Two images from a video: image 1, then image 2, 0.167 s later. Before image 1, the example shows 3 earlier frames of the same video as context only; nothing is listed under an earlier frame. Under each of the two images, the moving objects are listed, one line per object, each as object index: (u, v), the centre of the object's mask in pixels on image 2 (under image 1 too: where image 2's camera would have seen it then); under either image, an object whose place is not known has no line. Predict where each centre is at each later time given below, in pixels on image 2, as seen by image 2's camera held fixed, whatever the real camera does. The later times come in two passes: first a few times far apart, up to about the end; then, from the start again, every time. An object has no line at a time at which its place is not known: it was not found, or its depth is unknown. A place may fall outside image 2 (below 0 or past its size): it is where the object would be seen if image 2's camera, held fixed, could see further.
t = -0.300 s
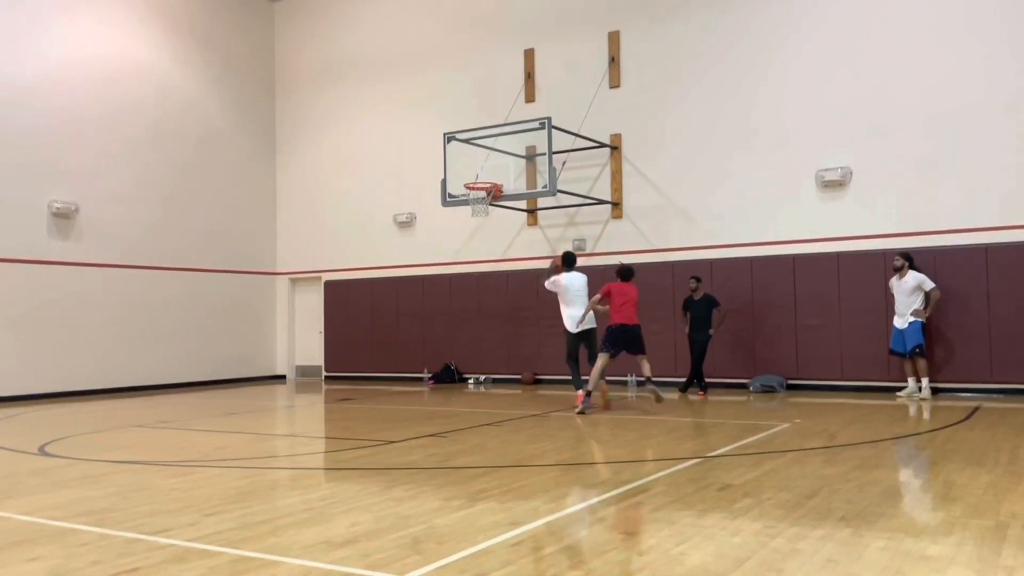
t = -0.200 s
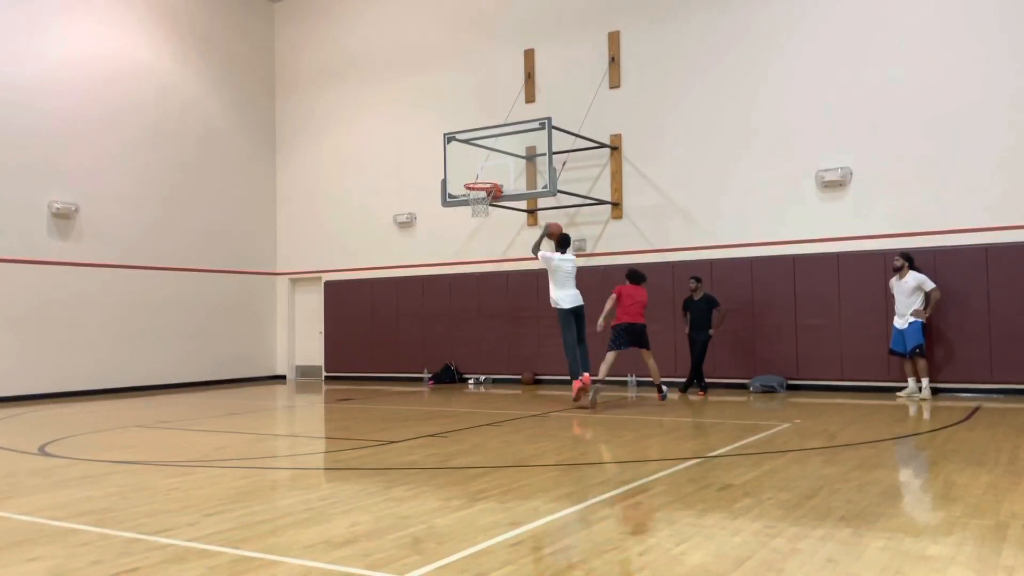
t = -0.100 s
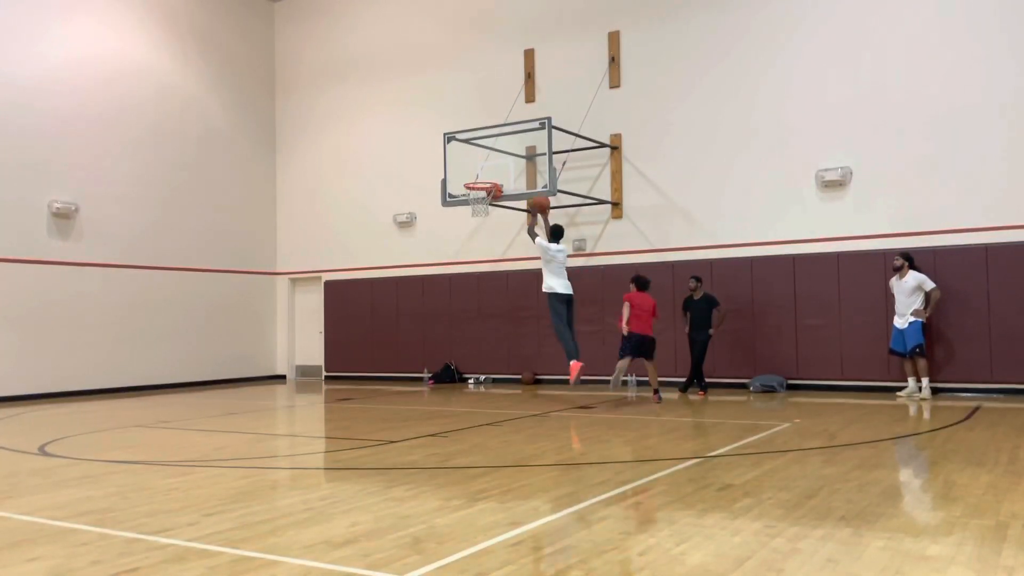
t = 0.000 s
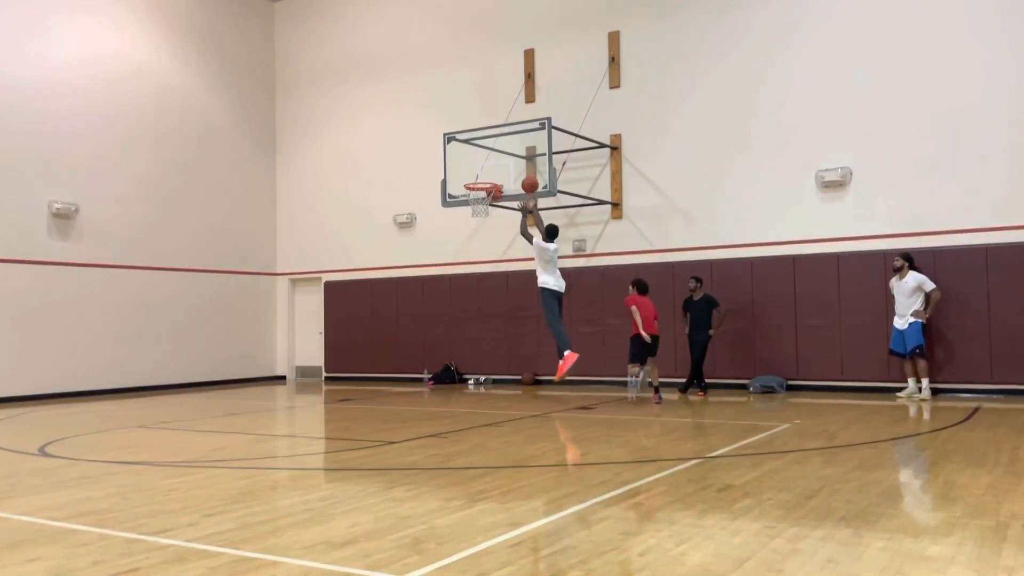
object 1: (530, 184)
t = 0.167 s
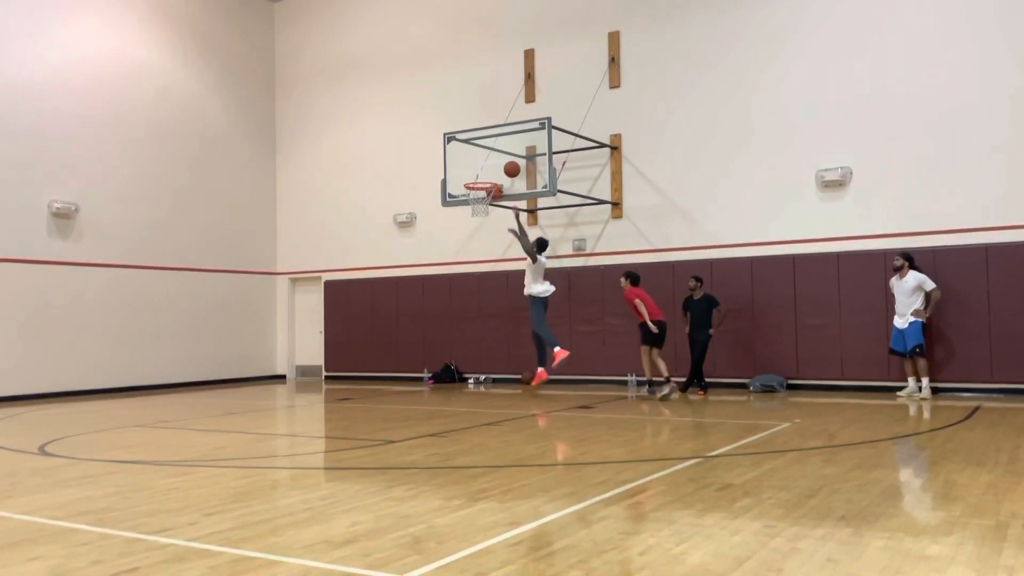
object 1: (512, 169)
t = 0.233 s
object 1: (503, 168)
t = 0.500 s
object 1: (477, 193)
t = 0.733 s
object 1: (485, 239)
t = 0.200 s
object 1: (508, 168)
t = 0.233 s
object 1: (503, 168)
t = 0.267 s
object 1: (499, 169)
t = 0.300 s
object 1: (495, 170)
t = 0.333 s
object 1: (491, 172)
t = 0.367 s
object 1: (487, 175)
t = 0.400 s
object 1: (483, 179)
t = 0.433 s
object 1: (478, 183)
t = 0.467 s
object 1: (475, 188)
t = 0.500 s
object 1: (477, 193)
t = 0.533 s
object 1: (478, 198)
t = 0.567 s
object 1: (479, 204)
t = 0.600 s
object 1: (479, 213)
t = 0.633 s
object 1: (481, 218)
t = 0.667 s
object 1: (483, 223)
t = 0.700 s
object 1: (484, 231)
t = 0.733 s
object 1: (485, 239)
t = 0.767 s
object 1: (486, 249)
